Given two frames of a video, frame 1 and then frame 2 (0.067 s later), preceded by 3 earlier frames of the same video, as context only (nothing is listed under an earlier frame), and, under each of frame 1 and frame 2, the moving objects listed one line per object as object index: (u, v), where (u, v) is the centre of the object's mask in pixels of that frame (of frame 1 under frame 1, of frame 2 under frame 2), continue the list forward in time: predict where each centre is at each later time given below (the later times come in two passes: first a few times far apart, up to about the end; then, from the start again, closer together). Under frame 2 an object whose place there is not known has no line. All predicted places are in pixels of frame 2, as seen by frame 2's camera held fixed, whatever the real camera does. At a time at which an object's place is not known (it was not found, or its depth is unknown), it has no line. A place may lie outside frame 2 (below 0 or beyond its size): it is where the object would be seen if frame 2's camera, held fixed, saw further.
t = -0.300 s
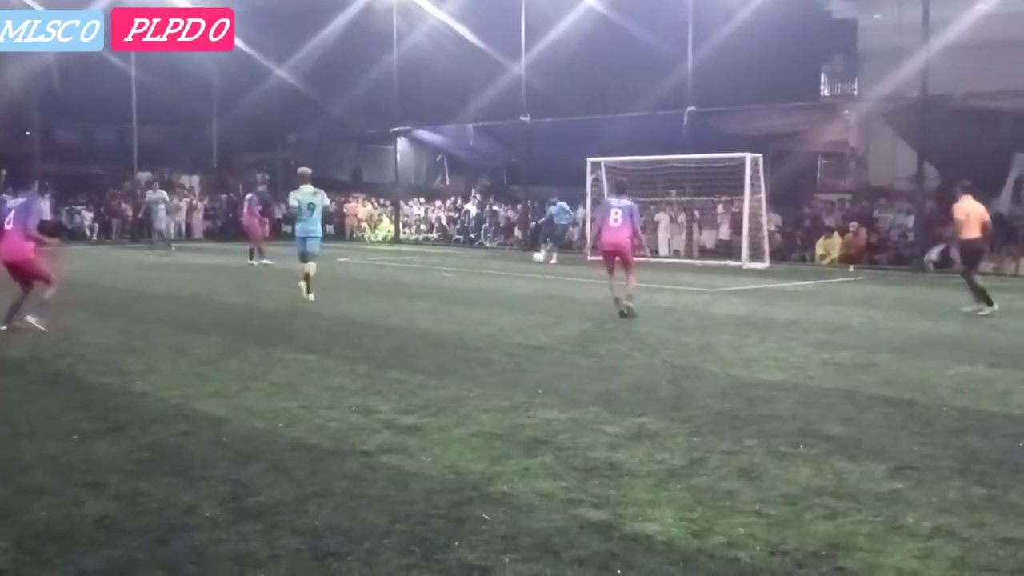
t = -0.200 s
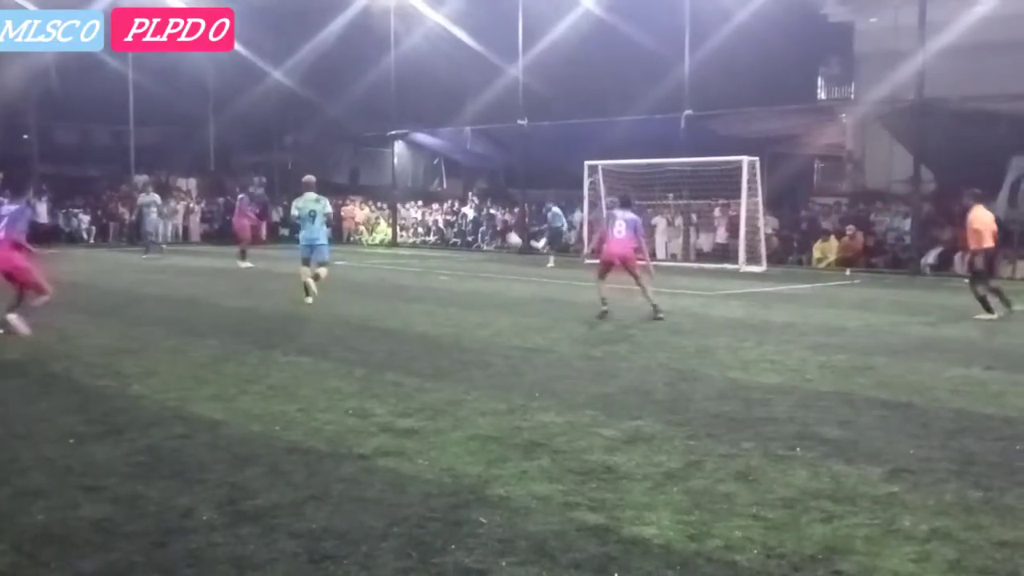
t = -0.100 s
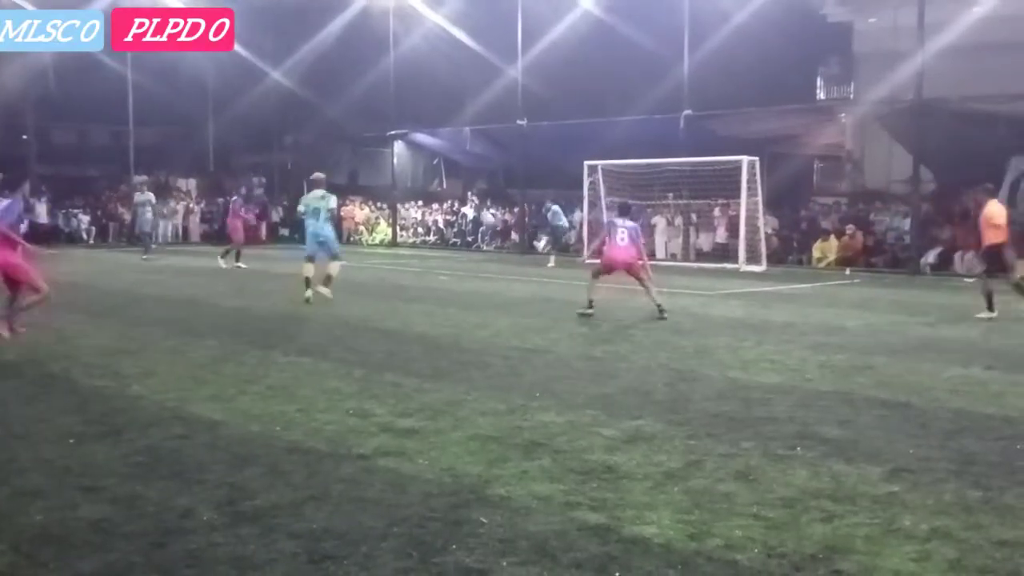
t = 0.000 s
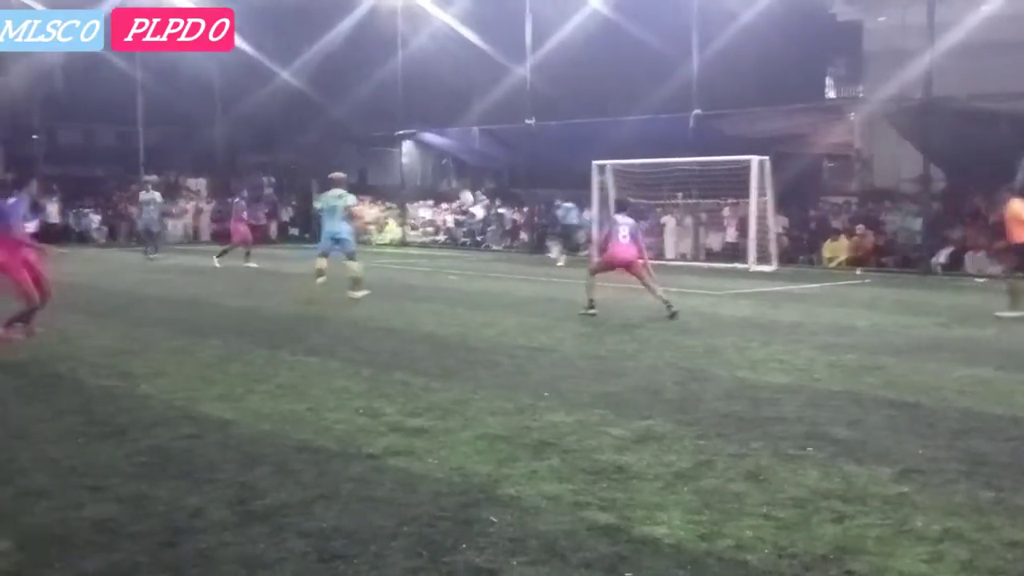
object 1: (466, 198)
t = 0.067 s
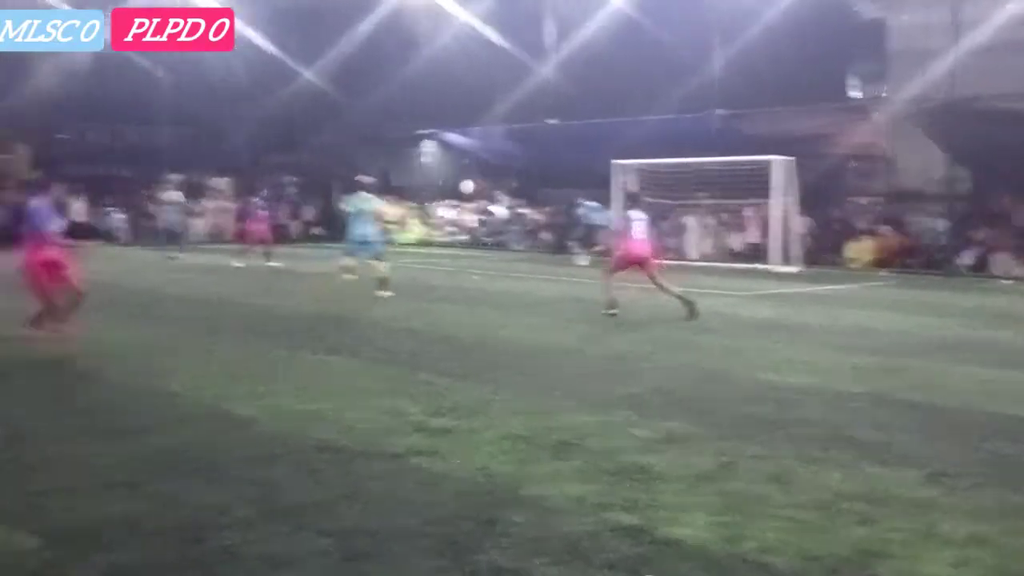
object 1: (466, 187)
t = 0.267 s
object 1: (394, 173)
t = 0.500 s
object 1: (252, 198)
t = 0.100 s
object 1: (455, 183)
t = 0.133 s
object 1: (445, 179)
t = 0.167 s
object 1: (433, 176)
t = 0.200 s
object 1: (424, 174)
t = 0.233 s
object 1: (410, 173)
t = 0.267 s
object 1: (394, 173)
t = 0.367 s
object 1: (340, 176)
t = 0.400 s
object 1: (318, 180)
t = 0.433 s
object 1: (297, 184)
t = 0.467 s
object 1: (275, 190)
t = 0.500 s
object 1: (252, 198)
